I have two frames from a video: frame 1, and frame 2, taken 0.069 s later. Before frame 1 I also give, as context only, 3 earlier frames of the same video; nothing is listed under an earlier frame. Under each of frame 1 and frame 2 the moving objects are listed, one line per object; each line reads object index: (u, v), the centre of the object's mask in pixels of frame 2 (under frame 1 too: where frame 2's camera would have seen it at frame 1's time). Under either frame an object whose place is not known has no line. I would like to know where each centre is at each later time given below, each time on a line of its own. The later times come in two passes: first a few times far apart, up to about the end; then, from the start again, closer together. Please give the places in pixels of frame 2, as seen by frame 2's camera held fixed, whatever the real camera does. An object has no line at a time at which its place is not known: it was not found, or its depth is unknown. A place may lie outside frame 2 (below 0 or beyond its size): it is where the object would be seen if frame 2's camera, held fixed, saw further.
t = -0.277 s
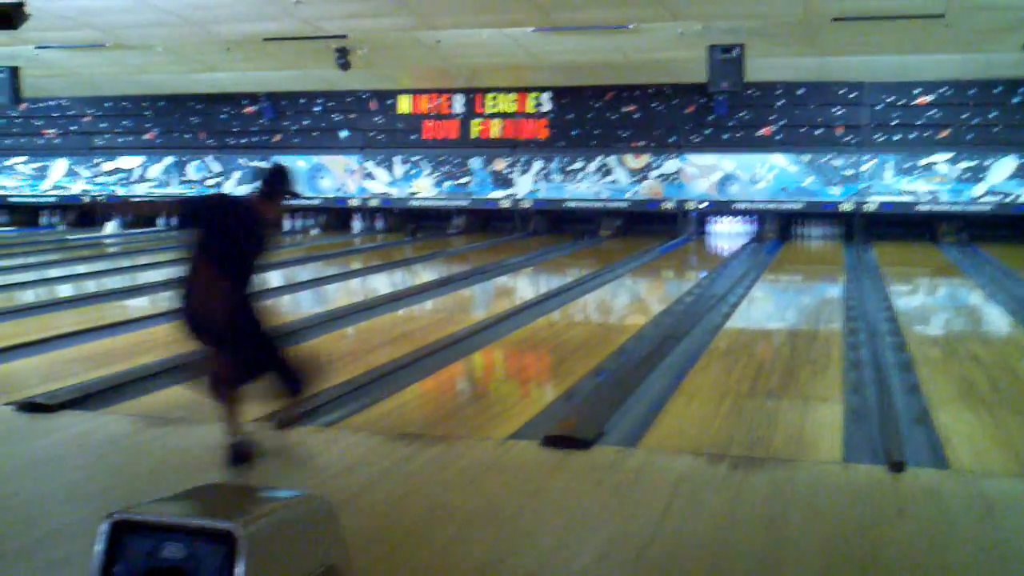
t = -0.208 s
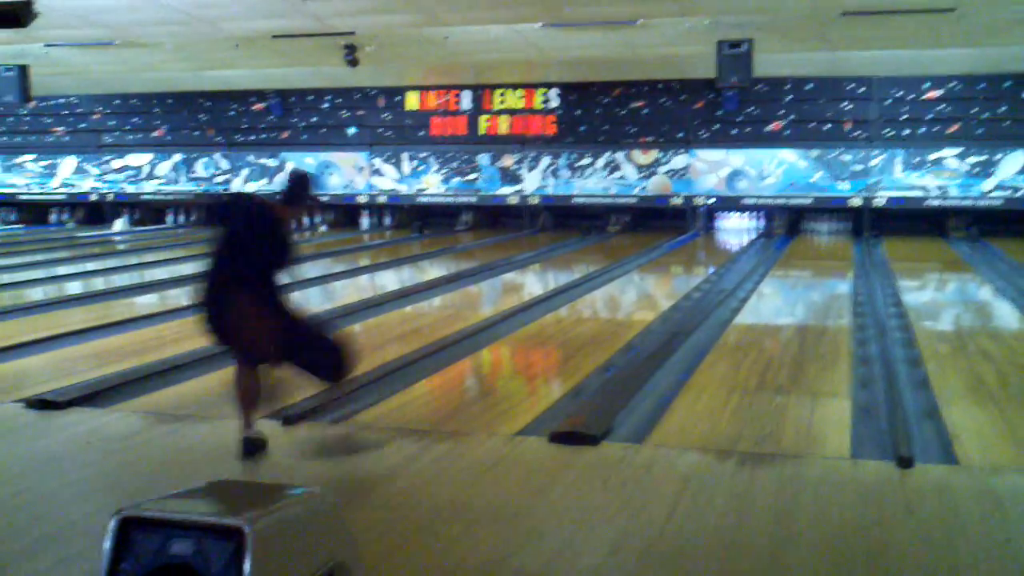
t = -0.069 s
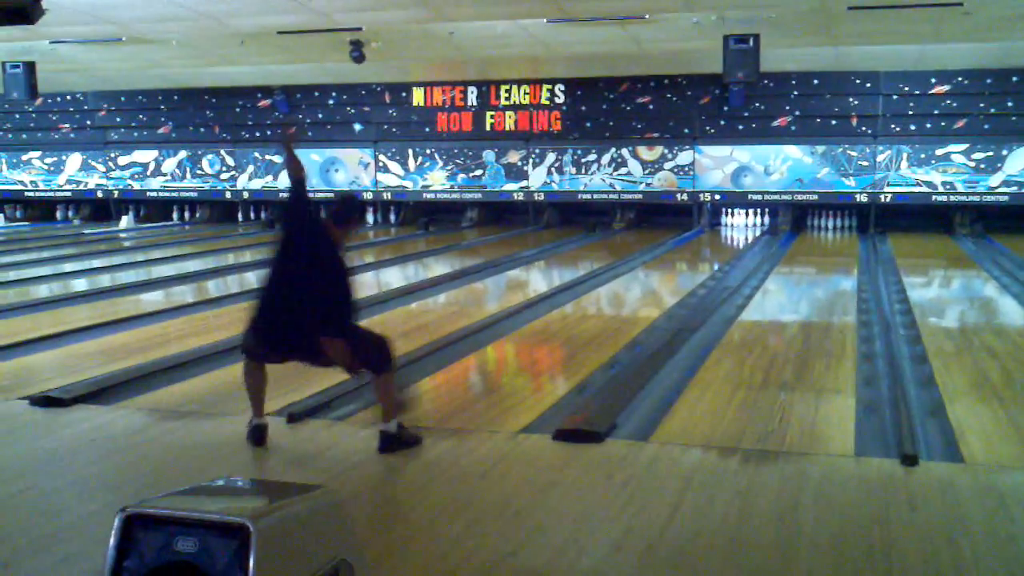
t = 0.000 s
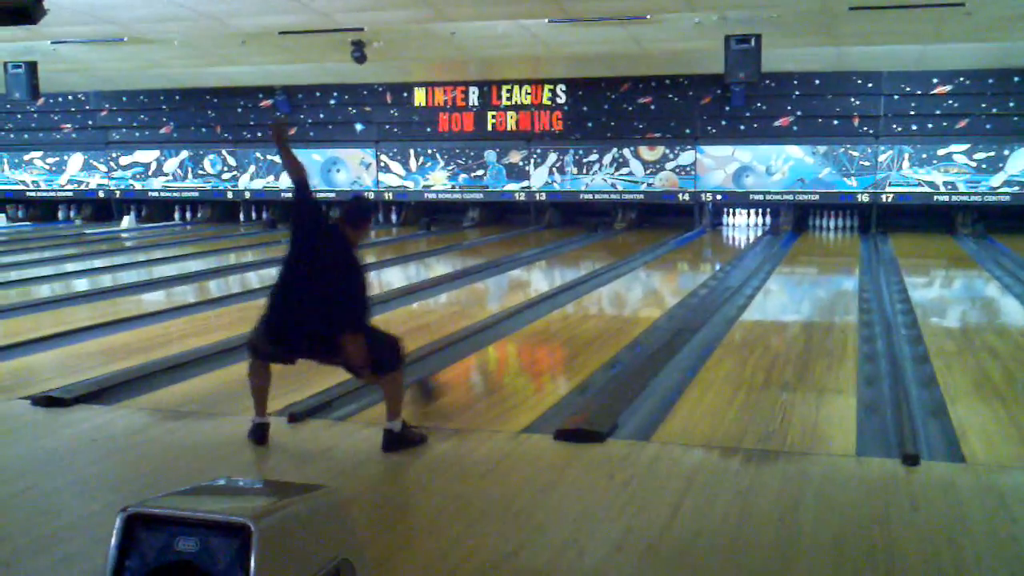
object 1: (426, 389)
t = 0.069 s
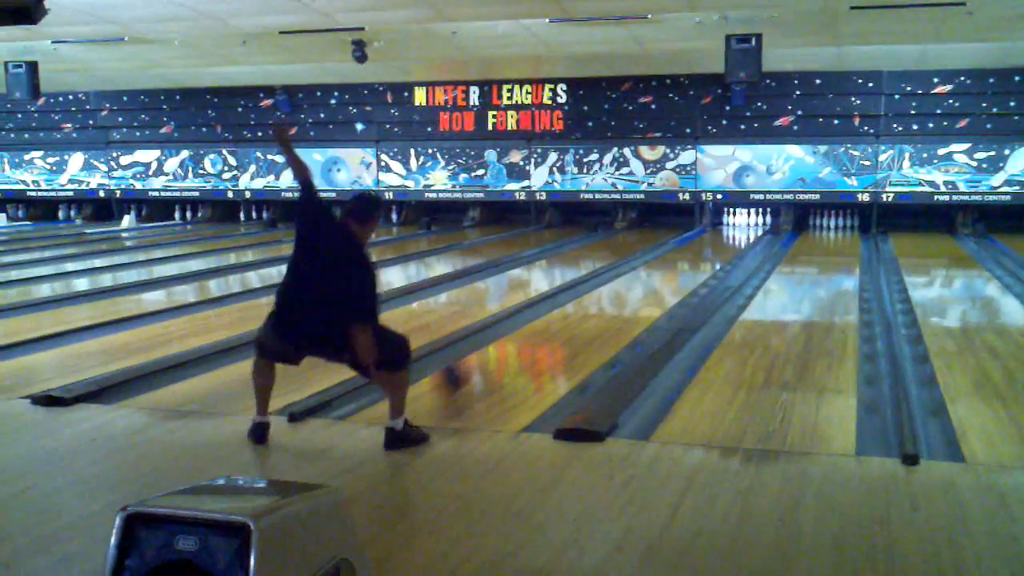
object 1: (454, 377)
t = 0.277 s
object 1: (518, 345)
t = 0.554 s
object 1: (579, 317)
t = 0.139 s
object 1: (478, 365)
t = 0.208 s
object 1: (499, 355)
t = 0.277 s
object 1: (518, 345)
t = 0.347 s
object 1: (536, 338)
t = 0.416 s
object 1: (552, 330)
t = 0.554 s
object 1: (579, 317)
